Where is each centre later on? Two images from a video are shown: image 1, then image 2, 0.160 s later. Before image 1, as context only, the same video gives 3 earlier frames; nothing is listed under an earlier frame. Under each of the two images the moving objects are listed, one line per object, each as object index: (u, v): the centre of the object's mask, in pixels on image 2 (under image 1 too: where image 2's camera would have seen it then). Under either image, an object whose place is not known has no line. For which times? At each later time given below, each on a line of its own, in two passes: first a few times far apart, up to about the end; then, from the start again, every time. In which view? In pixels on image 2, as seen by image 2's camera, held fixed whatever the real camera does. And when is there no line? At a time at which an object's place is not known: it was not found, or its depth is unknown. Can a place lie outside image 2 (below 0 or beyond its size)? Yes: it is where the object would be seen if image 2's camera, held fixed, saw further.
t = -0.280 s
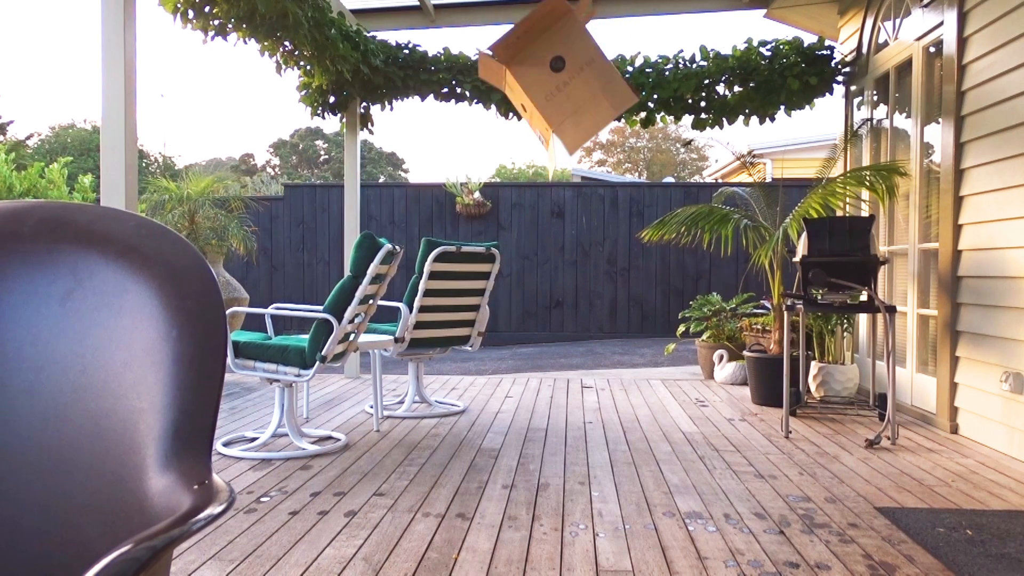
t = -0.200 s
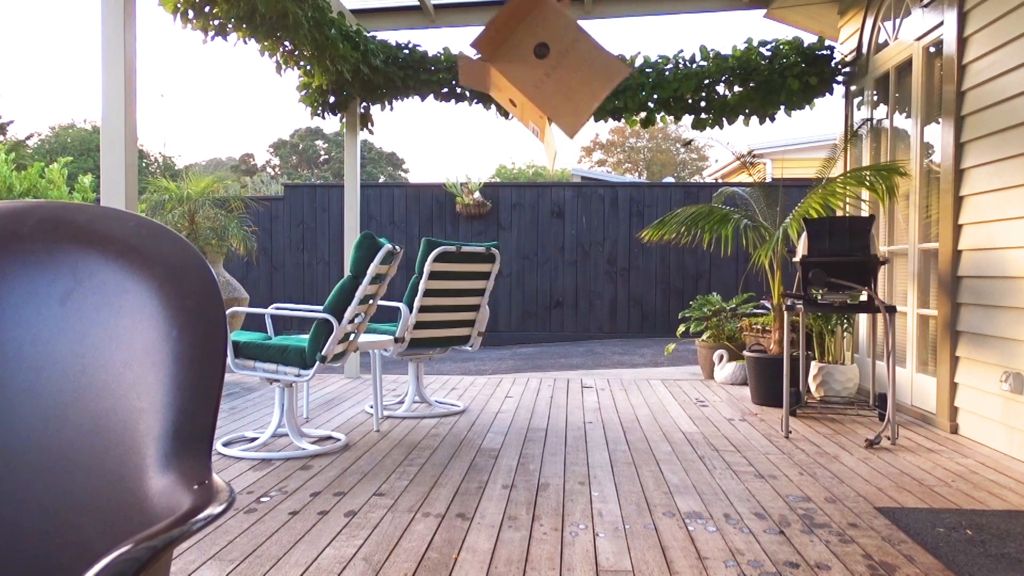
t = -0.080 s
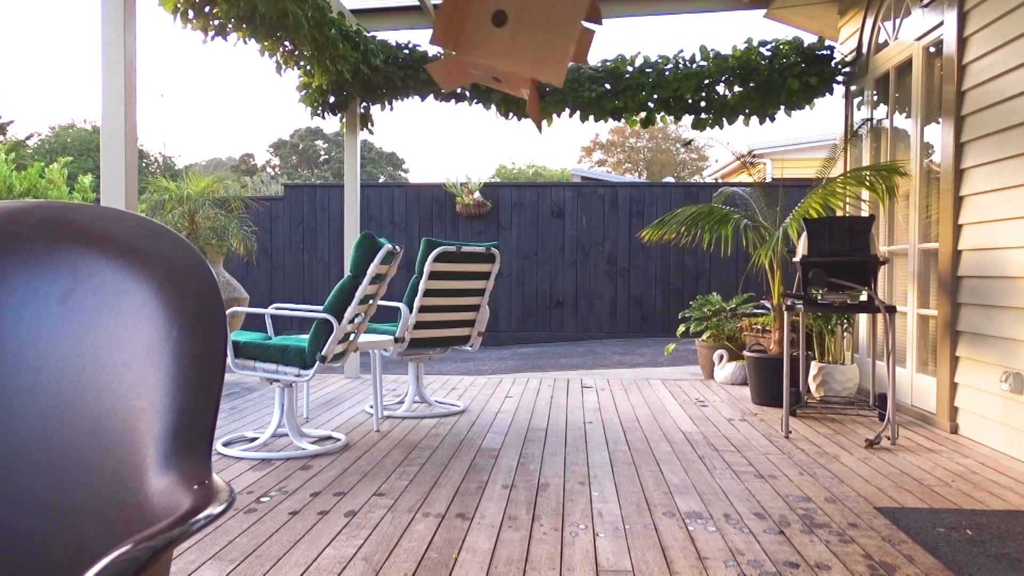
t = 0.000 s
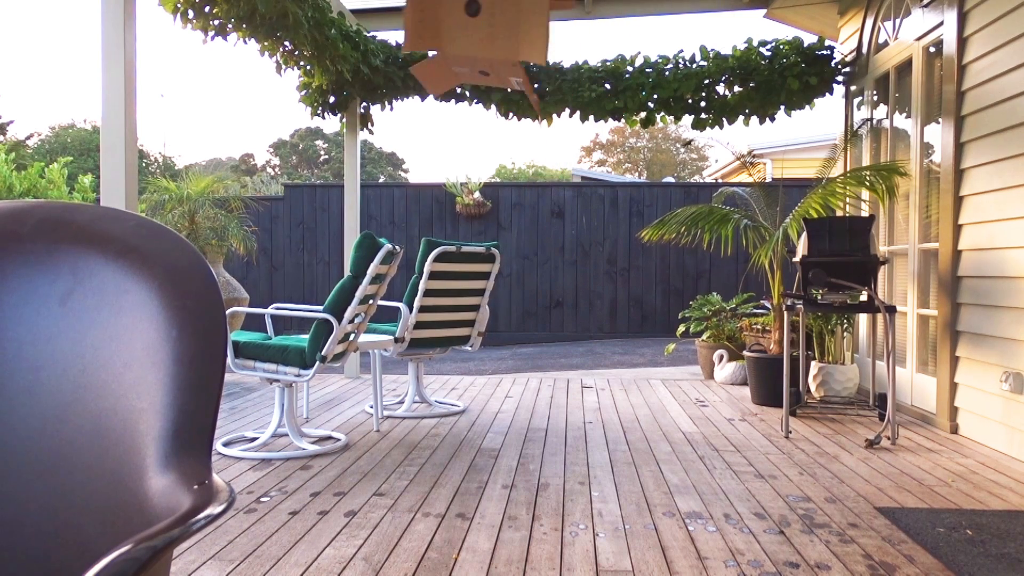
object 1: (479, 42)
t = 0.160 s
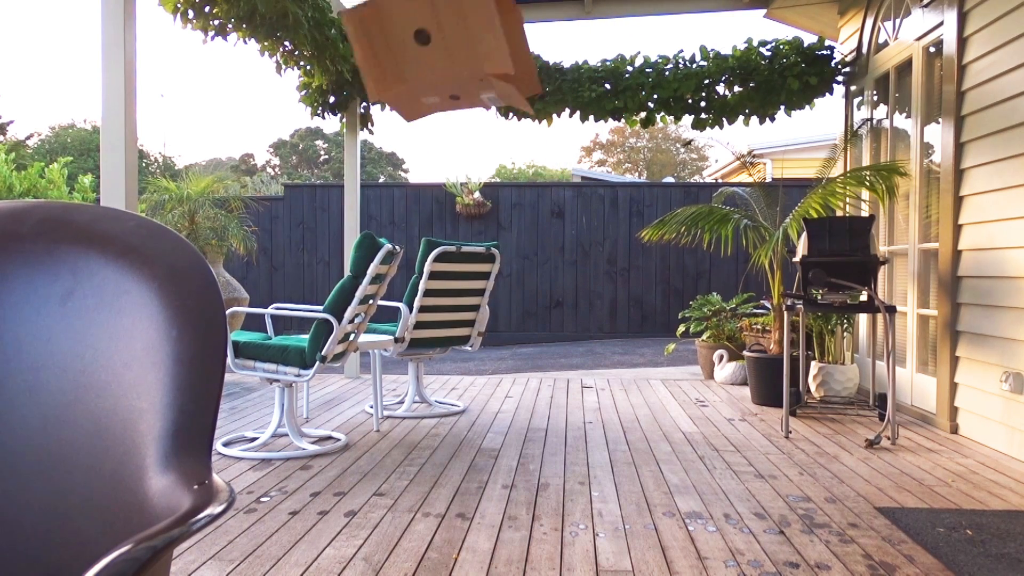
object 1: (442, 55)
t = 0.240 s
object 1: (424, 80)
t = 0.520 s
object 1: (376, 243)
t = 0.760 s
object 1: (347, 426)
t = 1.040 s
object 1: (330, 487)
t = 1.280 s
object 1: (329, 487)
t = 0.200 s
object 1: (432, 64)
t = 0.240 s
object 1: (424, 80)
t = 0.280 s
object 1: (413, 99)
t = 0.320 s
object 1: (406, 120)
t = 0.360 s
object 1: (397, 146)
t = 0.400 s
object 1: (390, 172)
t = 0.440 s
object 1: (385, 197)
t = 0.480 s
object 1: (379, 220)
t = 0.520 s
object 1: (376, 243)
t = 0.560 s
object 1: (373, 269)
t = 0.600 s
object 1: (367, 298)
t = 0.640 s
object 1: (364, 328)
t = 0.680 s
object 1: (358, 358)
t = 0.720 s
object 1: (353, 391)
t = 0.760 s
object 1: (347, 426)
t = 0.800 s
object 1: (344, 447)
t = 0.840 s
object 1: (339, 469)
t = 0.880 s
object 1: (337, 476)
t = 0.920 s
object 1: (331, 486)
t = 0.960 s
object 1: (329, 487)
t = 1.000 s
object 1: (330, 487)
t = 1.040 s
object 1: (330, 487)
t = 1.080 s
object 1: (329, 487)
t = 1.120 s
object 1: (330, 487)
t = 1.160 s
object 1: (329, 487)
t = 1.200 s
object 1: (329, 487)
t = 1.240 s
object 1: (329, 487)
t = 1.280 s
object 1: (329, 487)
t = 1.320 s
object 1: (329, 487)
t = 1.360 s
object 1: (329, 487)
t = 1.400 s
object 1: (329, 487)
